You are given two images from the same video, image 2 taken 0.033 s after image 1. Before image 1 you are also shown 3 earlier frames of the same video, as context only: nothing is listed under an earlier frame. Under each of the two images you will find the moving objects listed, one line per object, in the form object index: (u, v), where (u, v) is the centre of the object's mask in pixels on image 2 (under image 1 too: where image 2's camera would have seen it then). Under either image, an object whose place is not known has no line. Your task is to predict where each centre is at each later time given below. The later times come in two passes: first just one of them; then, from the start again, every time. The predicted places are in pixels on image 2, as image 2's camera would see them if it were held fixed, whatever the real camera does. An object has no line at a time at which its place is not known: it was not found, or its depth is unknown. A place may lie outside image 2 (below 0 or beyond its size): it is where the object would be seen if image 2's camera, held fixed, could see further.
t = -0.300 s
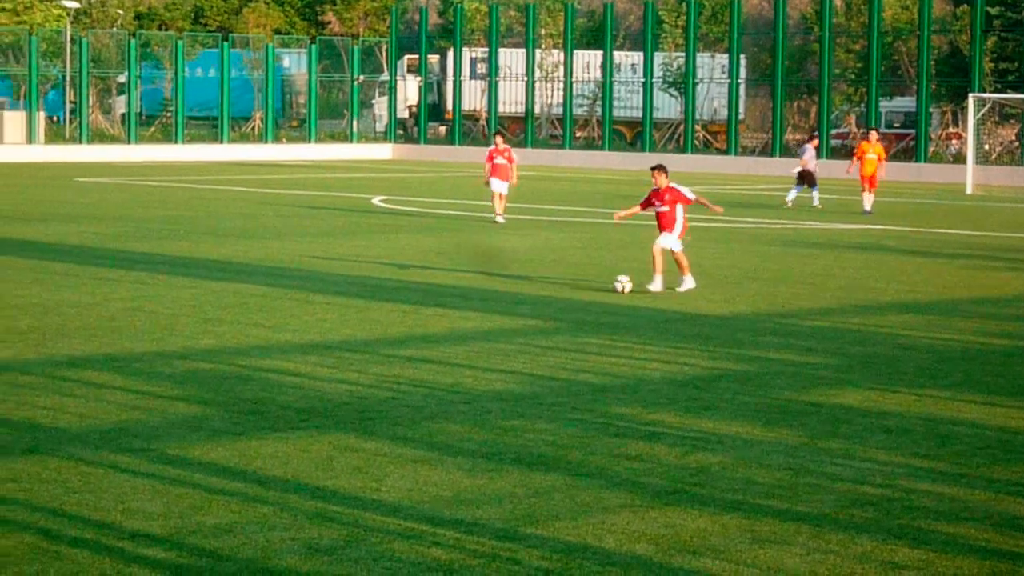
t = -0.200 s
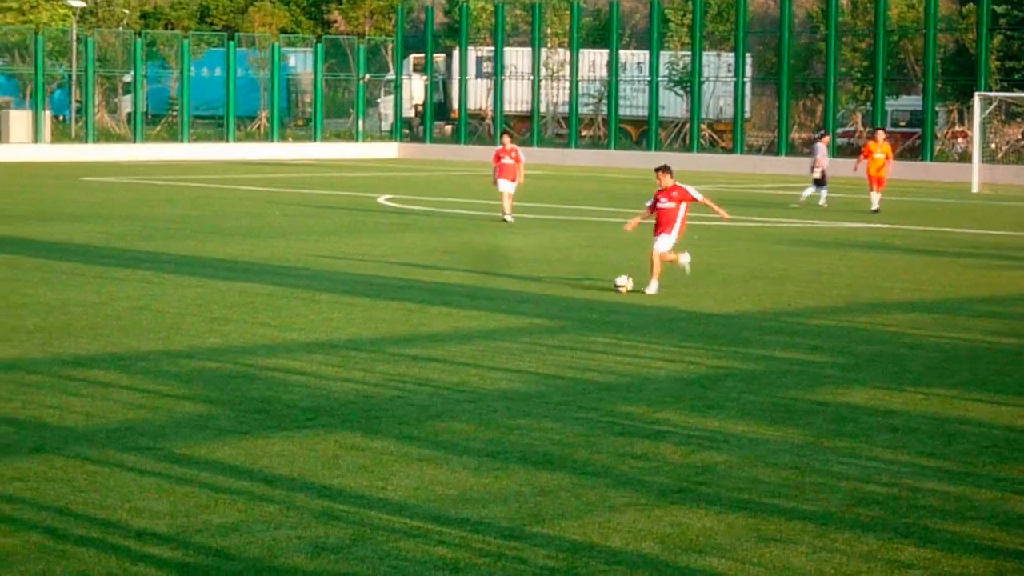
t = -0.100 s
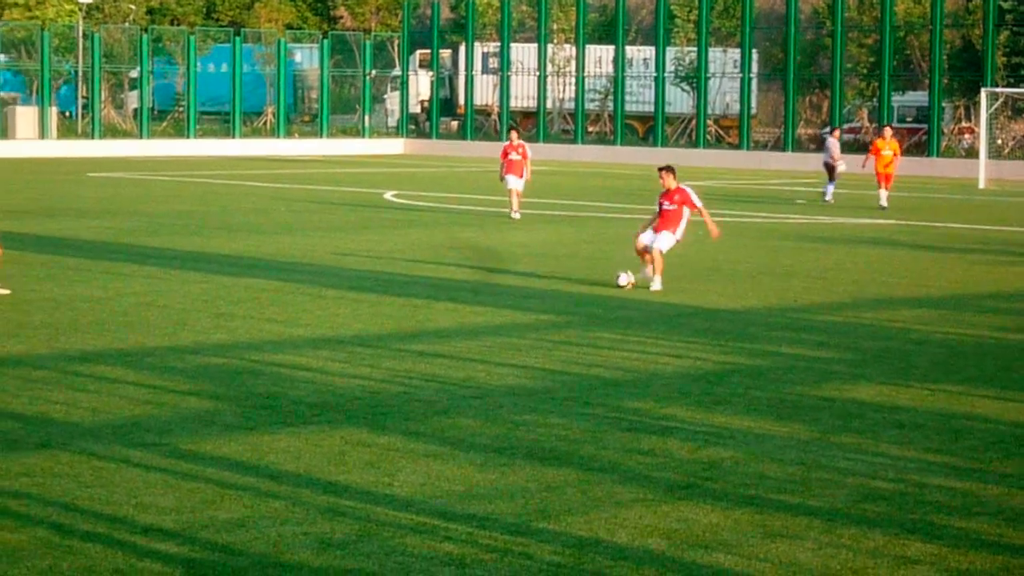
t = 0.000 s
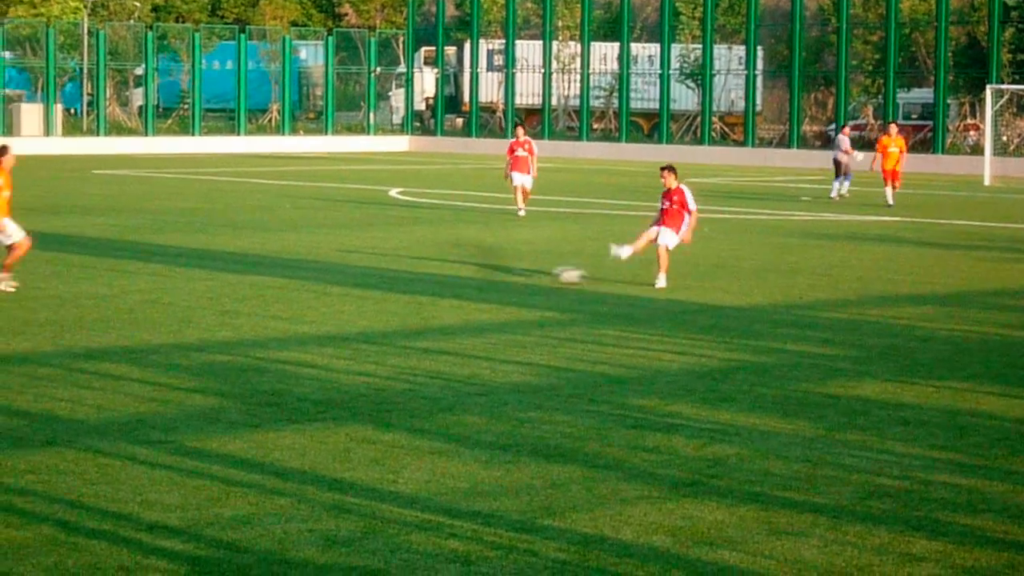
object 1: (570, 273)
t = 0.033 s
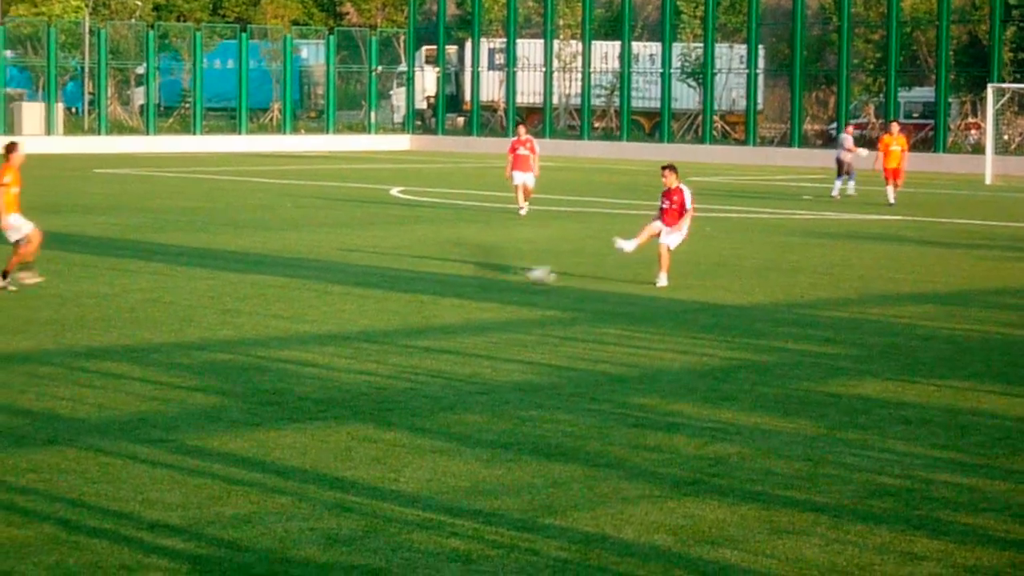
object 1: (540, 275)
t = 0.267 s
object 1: (334, 305)
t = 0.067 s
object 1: (511, 276)
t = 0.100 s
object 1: (482, 280)
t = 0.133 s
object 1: (453, 286)
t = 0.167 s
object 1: (423, 292)
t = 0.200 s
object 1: (393, 300)
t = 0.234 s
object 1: (363, 303)
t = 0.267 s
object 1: (334, 305)
